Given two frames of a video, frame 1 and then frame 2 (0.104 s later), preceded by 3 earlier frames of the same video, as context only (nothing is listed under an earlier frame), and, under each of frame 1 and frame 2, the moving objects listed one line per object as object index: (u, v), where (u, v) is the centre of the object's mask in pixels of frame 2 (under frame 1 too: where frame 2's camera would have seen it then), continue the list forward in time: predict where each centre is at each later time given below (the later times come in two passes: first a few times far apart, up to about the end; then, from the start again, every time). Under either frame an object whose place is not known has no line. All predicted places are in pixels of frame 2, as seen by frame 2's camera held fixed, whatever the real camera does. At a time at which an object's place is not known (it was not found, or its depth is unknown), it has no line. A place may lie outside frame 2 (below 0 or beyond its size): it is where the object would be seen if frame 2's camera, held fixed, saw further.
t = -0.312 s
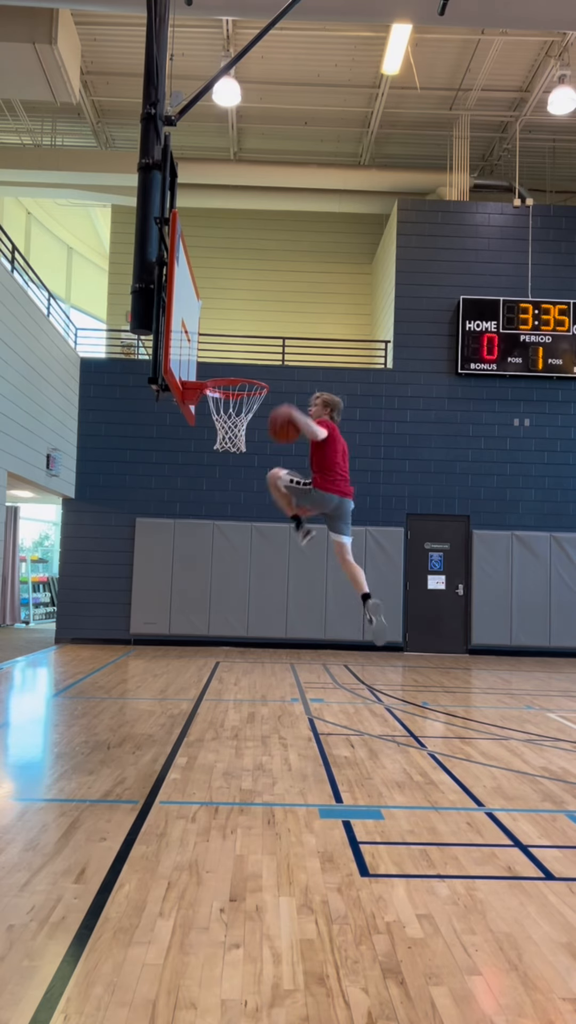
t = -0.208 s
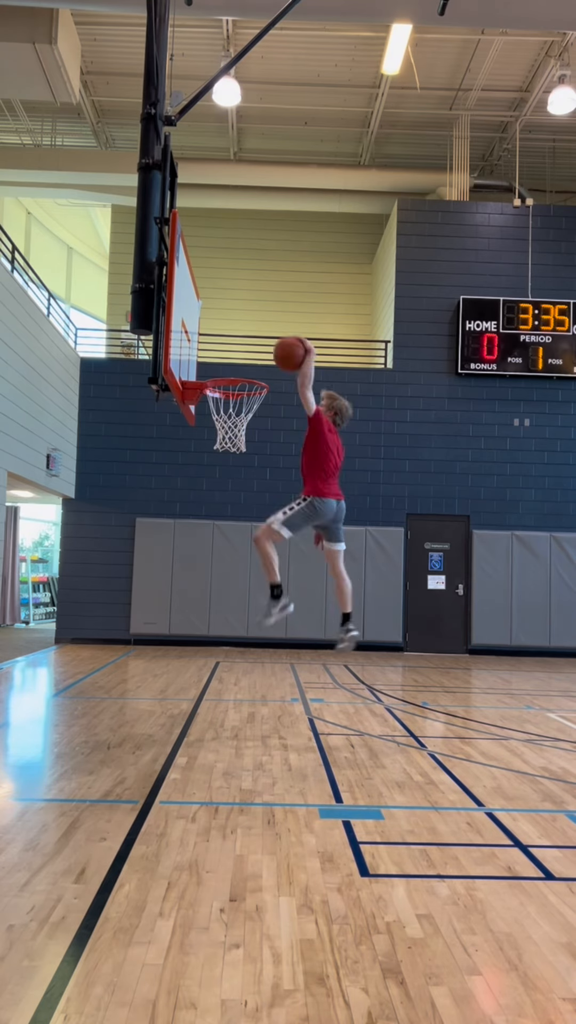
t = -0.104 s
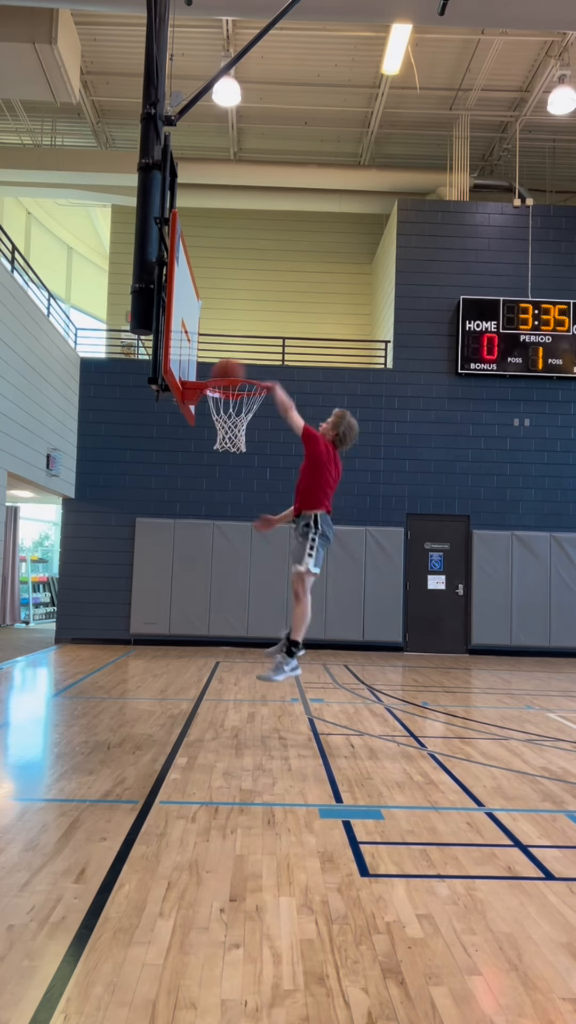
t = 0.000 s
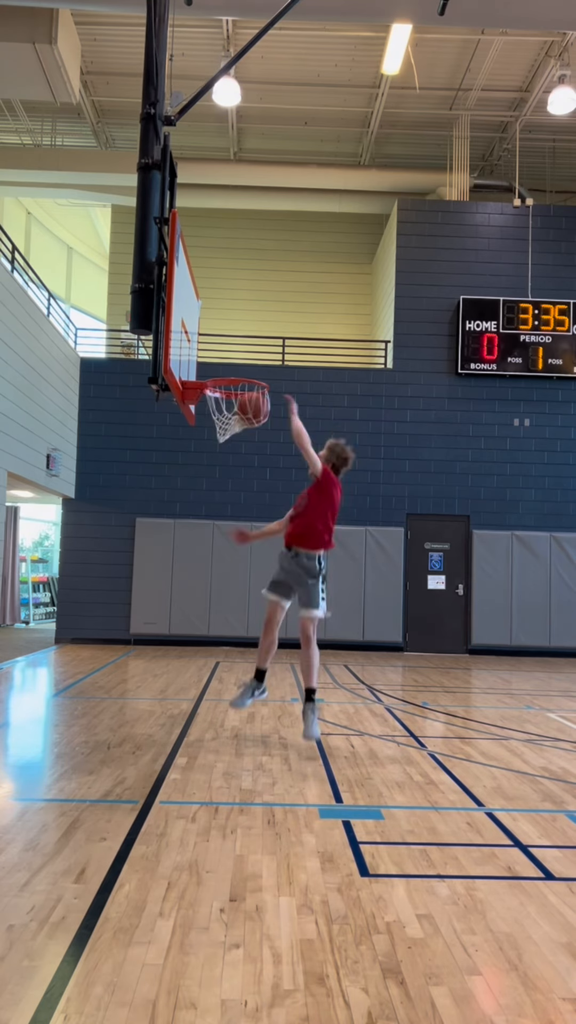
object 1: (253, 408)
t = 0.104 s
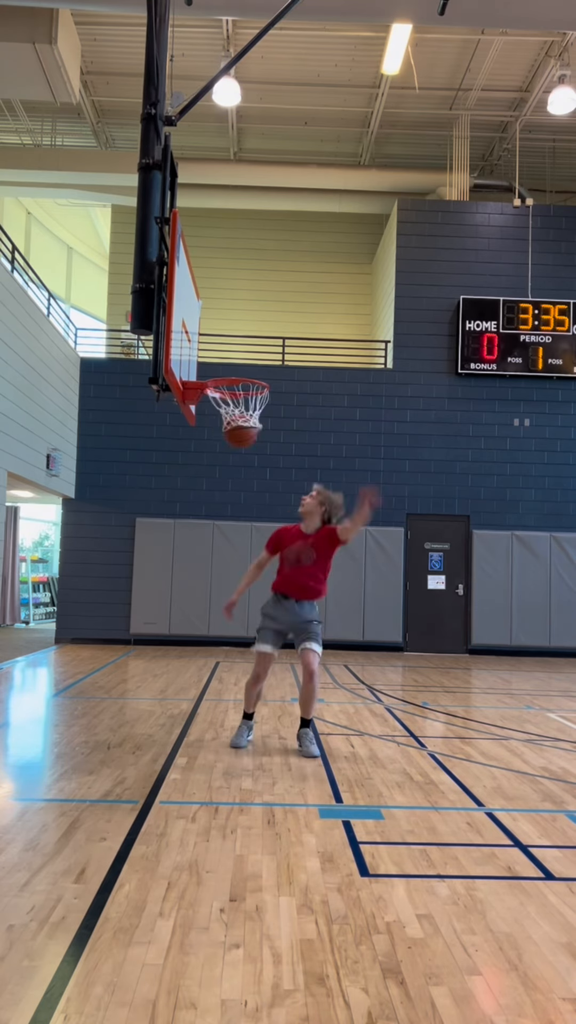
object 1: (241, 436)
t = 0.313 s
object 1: (204, 519)
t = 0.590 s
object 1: (152, 736)
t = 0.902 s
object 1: (98, 570)
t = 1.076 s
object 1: (57, 533)
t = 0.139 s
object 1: (236, 439)
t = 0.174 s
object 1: (226, 459)
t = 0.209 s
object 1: (220, 471)
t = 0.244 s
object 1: (215, 485)
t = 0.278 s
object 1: (210, 501)
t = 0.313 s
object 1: (204, 519)
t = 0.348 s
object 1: (198, 540)
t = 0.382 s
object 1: (192, 562)
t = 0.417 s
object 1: (186, 585)
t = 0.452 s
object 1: (179, 611)
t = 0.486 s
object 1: (172, 639)
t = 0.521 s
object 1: (166, 668)
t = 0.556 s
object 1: (159, 701)
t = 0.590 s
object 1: (152, 736)
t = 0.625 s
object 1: (146, 718)
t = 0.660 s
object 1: (140, 693)
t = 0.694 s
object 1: (134, 670)
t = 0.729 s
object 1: (128, 649)
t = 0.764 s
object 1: (123, 630)
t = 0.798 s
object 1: (117, 613)
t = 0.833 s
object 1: (111, 597)
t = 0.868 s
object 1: (105, 583)
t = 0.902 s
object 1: (98, 570)
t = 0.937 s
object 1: (92, 560)
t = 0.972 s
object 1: (85, 552)
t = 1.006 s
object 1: (79, 544)
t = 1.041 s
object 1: (64, 535)
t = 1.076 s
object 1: (57, 533)
